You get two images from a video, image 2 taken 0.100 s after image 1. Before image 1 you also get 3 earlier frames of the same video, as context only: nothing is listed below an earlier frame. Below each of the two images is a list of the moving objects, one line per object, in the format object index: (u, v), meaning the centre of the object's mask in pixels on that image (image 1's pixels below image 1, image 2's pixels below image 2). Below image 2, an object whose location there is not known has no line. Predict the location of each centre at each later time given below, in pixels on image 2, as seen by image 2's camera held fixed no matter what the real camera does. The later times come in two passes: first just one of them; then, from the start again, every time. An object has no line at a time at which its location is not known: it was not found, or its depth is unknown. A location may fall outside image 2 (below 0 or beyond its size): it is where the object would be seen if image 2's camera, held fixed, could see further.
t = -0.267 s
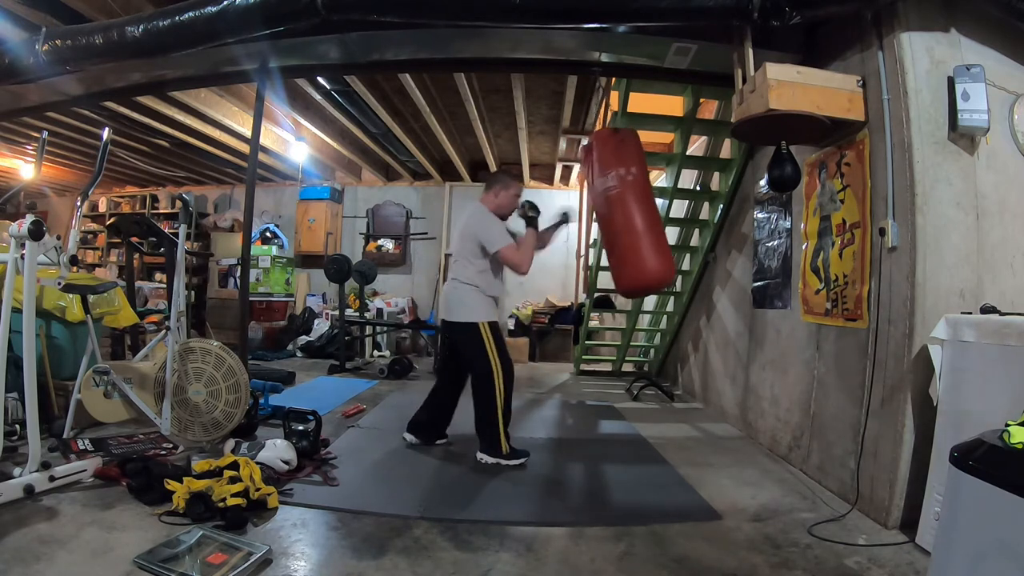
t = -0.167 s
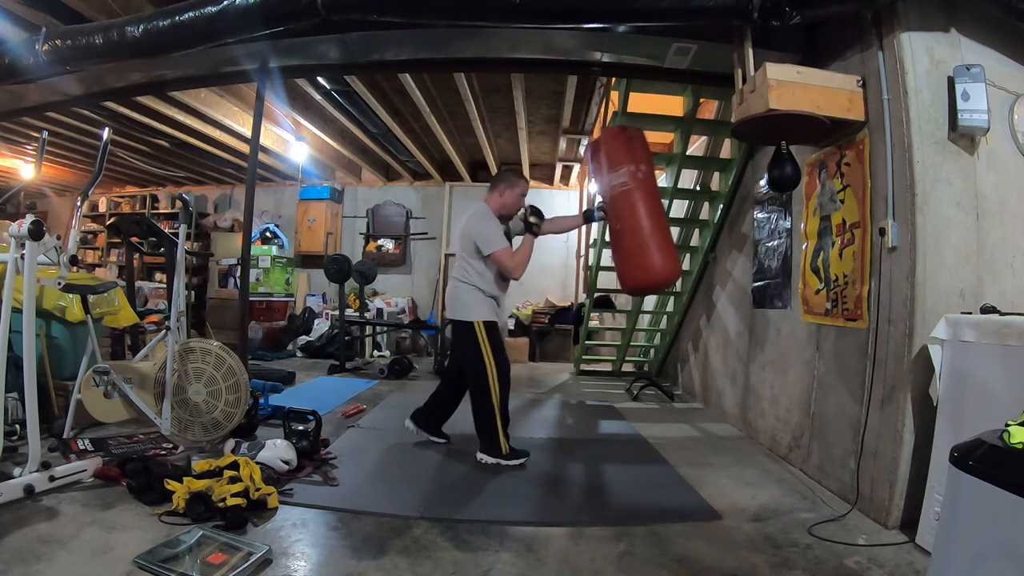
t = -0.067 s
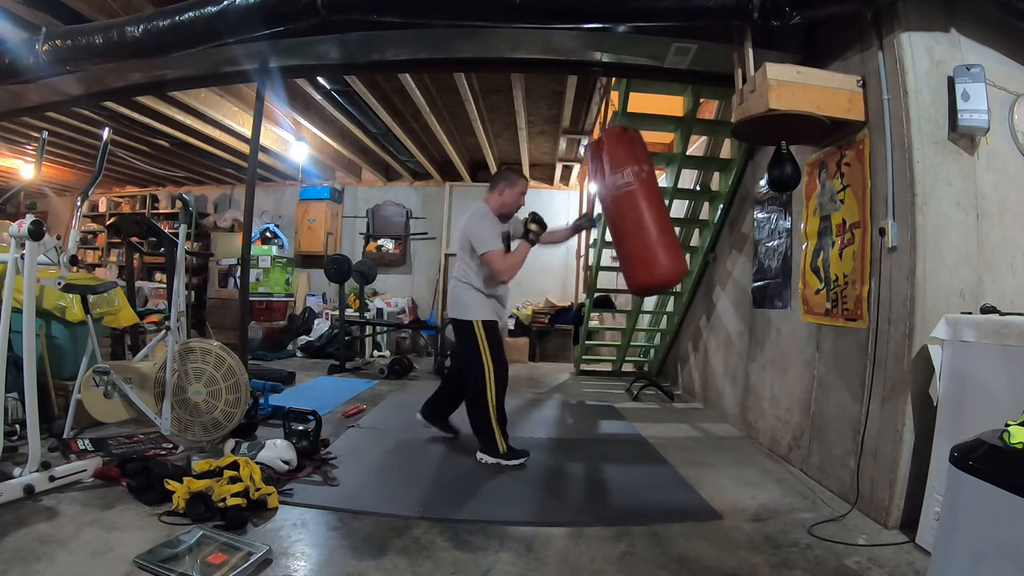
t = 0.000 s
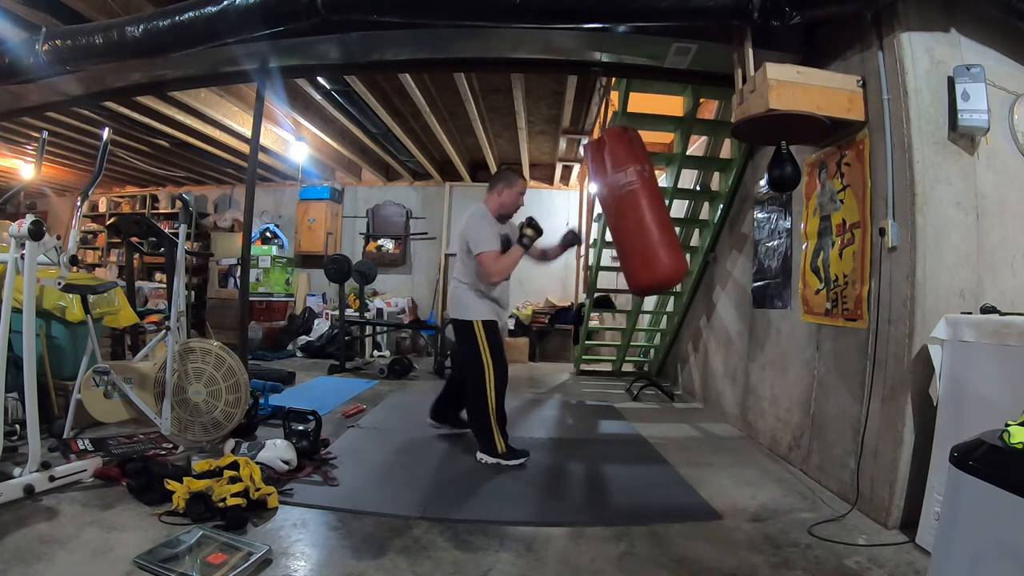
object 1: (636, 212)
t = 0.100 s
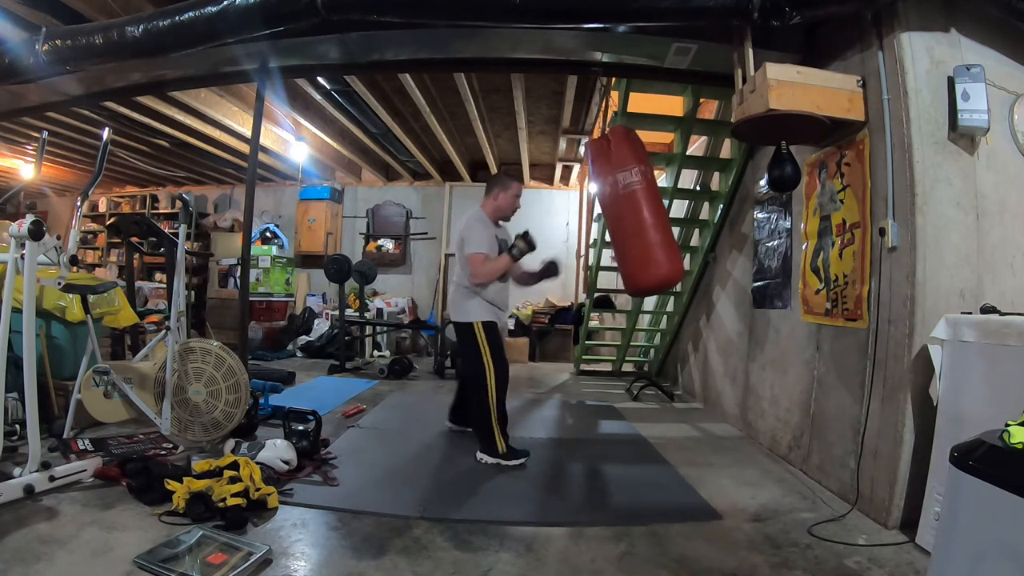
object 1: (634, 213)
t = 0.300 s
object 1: (620, 216)
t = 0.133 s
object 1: (632, 213)
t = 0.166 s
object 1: (630, 214)
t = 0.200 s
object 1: (629, 215)
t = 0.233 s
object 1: (626, 215)
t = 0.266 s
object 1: (623, 216)
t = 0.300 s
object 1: (620, 216)
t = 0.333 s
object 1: (617, 217)
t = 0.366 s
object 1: (614, 217)
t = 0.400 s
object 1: (610, 218)
